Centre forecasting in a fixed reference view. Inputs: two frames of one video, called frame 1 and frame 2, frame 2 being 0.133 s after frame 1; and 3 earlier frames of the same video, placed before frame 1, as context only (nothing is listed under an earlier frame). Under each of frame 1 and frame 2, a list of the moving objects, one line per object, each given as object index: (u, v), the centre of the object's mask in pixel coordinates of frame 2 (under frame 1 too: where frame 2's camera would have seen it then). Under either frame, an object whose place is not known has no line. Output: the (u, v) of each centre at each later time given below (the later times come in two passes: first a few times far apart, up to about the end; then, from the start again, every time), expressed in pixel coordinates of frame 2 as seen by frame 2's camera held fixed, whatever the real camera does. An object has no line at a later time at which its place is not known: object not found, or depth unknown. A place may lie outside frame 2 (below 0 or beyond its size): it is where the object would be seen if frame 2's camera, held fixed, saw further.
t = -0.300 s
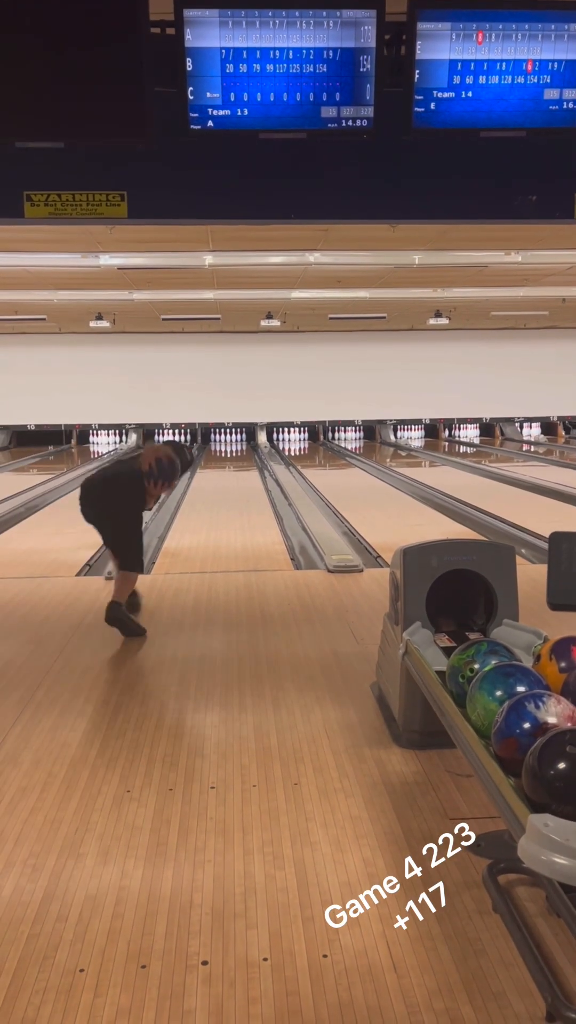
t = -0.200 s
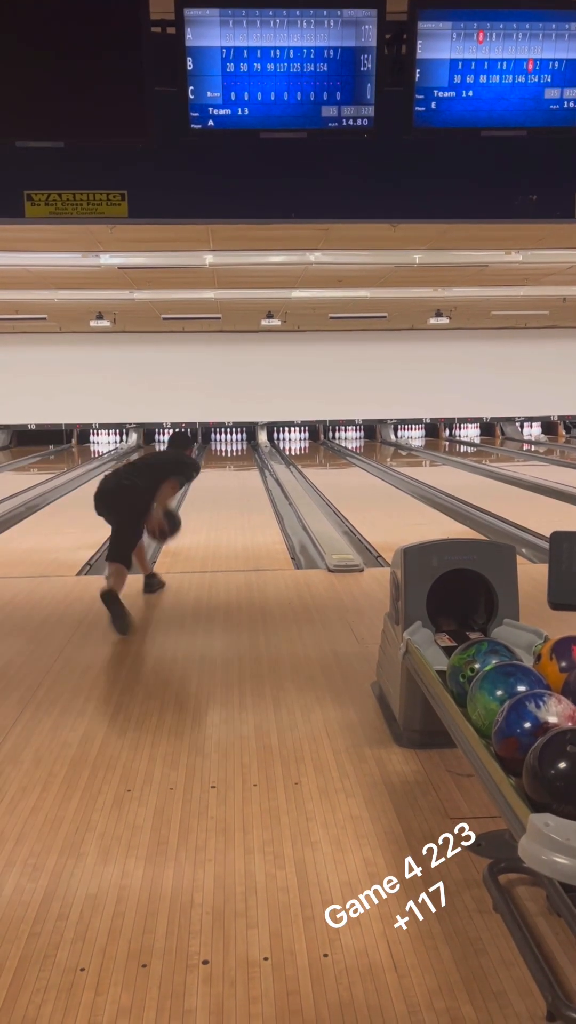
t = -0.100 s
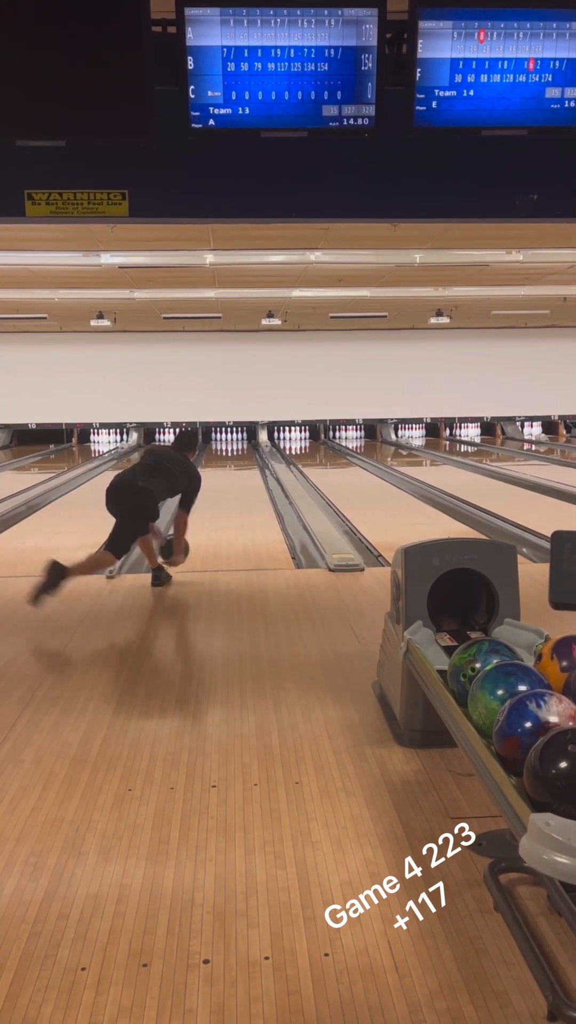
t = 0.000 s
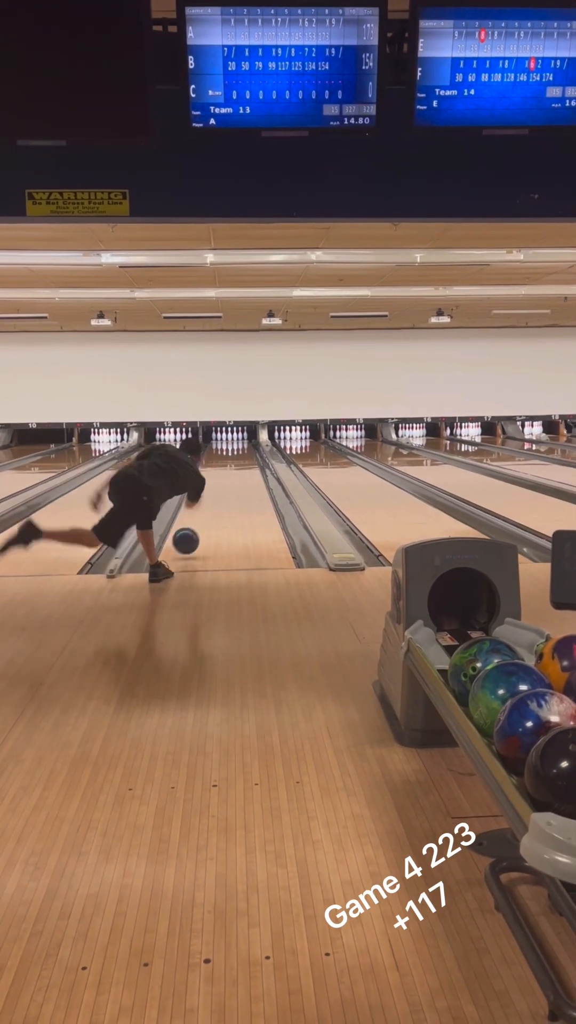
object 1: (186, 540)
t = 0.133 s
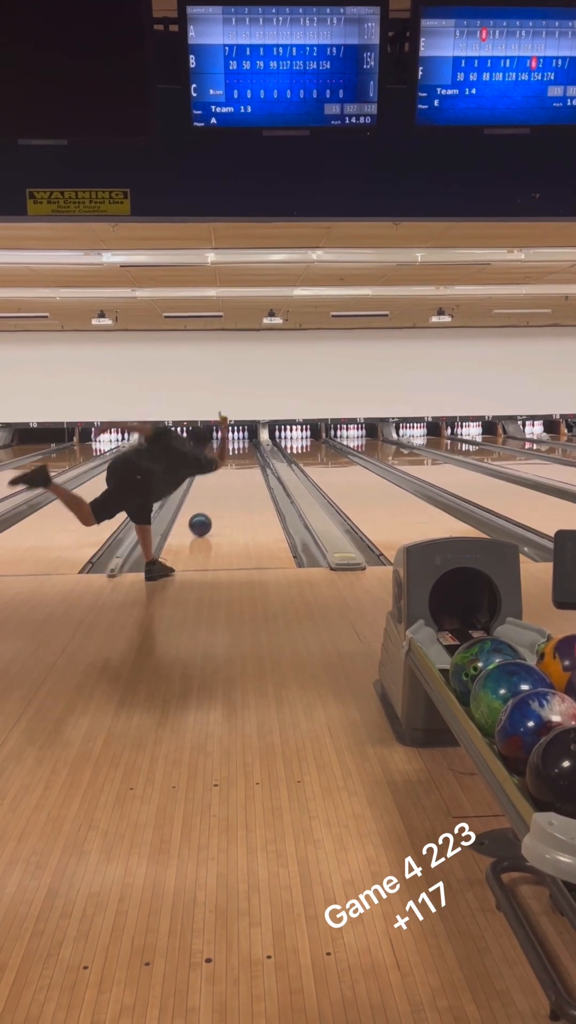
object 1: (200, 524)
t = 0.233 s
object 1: (208, 512)
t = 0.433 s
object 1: (220, 494)
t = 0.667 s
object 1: (229, 479)
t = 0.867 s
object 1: (235, 470)
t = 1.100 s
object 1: (240, 461)
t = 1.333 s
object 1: (243, 454)
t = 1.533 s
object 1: (244, 449)
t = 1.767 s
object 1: (244, 444)
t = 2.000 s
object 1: (241, 440)
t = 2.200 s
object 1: (235, 437)
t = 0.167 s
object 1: (203, 520)
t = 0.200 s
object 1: (205, 516)
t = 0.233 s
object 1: (208, 512)
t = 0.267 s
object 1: (210, 509)
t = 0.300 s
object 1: (212, 506)
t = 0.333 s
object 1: (214, 503)
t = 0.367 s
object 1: (216, 500)
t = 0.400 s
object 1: (218, 497)
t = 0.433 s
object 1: (220, 494)
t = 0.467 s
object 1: (221, 492)
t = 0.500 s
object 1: (223, 489)
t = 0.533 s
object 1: (224, 487)
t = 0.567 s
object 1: (225, 485)
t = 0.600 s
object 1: (227, 483)
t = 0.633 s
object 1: (228, 481)
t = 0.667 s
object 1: (229, 479)
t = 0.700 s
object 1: (230, 478)
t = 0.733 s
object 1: (229, 480)
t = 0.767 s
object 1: (235, 471)
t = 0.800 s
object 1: (233, 472)
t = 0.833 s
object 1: (234, 471)
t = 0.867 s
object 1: (235, 470)
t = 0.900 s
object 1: (235, 468)
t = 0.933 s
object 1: (236, 467)
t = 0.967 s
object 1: (237, 465)
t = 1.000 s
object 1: (238, 464)
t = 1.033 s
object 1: (238, 463)
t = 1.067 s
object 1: (239, 462)
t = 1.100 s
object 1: (240, 461)
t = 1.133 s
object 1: (240, 460)
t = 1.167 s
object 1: (241, 459)
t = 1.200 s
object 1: (241, 458)
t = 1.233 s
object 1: (242, 457)
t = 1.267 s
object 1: (242, 456)
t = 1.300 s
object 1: (242, 455)
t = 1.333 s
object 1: (243, 454)
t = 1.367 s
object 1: (243, 453)
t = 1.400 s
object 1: (243, 452)
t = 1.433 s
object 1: (244, 451)
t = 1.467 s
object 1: (244, 451)
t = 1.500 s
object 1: (244, 450)
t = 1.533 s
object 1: (244, 449)
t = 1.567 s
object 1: (244, 448)
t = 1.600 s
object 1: (244, 447)
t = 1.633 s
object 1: (244, 447)
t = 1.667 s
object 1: (244, 446)
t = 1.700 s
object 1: (244, 446)
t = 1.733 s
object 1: (244, 445)
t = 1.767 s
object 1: (244, 444)
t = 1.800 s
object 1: (243, 444)
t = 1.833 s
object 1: (243, 443)
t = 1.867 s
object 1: (243, 443)
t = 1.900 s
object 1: (242, 442)
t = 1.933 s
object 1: (242, 442)
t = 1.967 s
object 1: (241, 441)
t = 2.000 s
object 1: (241, 440)
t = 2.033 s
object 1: (240, 440)
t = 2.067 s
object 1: (239, 440)
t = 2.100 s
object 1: (238, 439)
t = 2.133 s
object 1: (237, 438)
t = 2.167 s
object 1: (236, 438)
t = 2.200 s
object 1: (235, 437)
